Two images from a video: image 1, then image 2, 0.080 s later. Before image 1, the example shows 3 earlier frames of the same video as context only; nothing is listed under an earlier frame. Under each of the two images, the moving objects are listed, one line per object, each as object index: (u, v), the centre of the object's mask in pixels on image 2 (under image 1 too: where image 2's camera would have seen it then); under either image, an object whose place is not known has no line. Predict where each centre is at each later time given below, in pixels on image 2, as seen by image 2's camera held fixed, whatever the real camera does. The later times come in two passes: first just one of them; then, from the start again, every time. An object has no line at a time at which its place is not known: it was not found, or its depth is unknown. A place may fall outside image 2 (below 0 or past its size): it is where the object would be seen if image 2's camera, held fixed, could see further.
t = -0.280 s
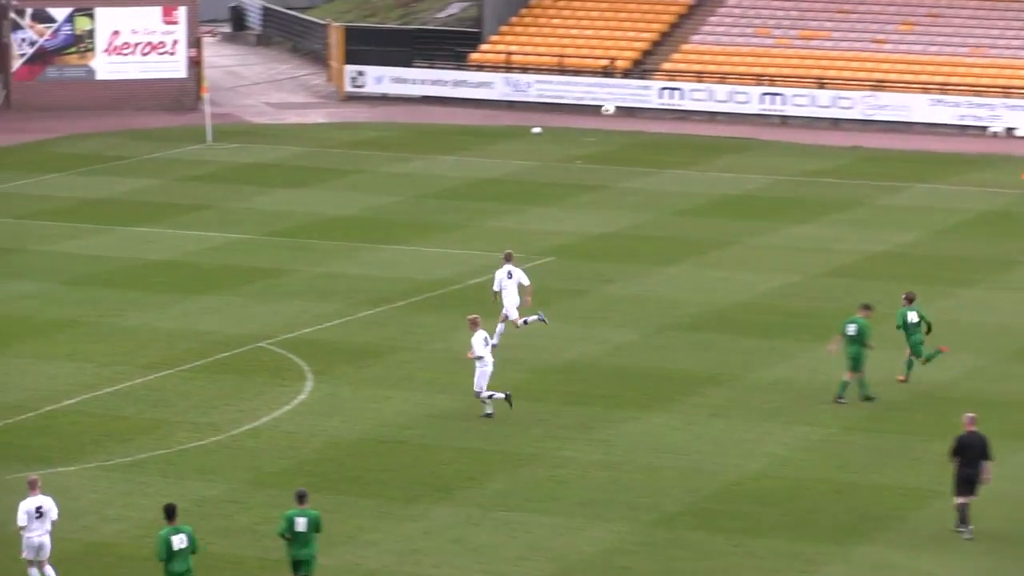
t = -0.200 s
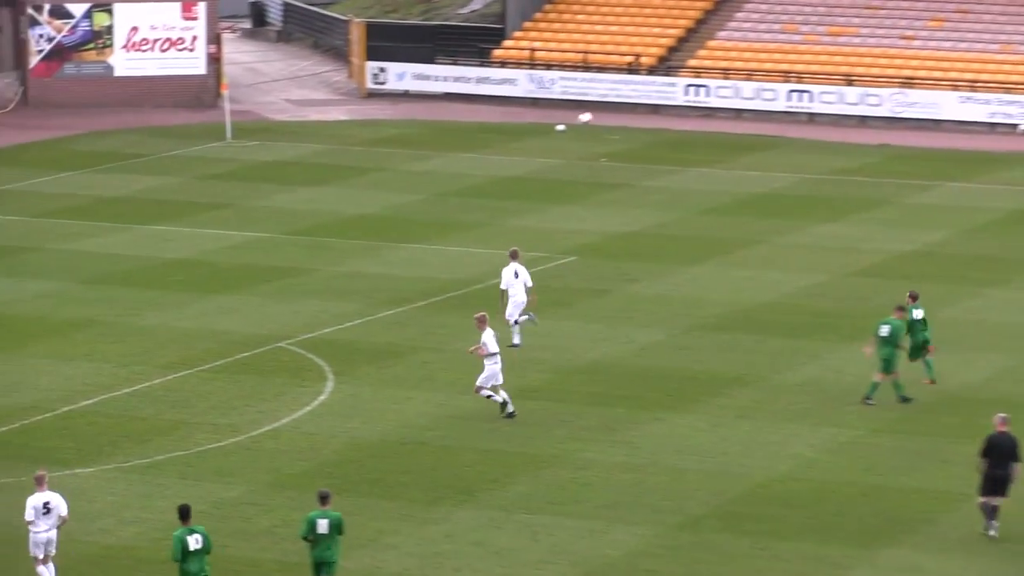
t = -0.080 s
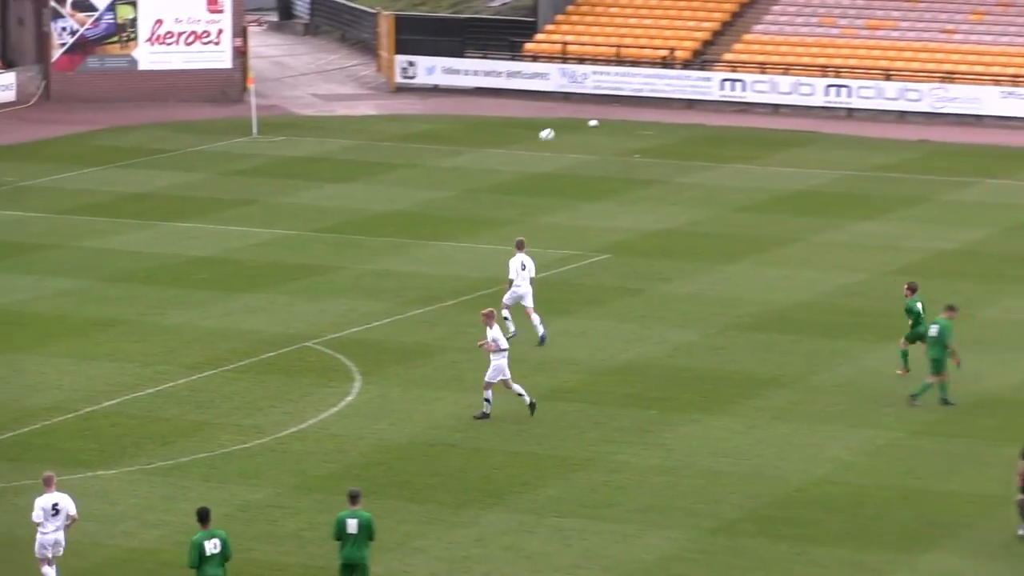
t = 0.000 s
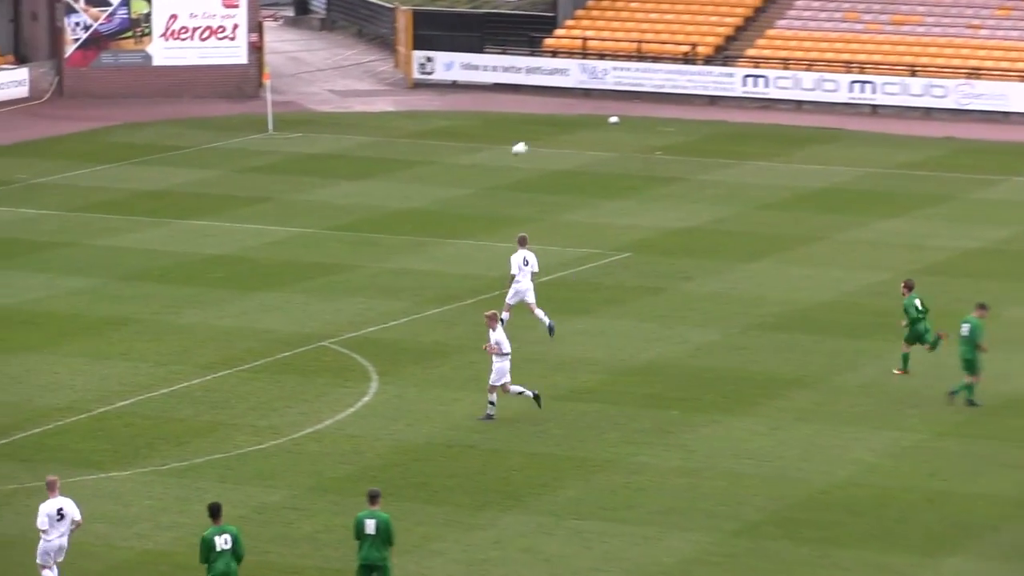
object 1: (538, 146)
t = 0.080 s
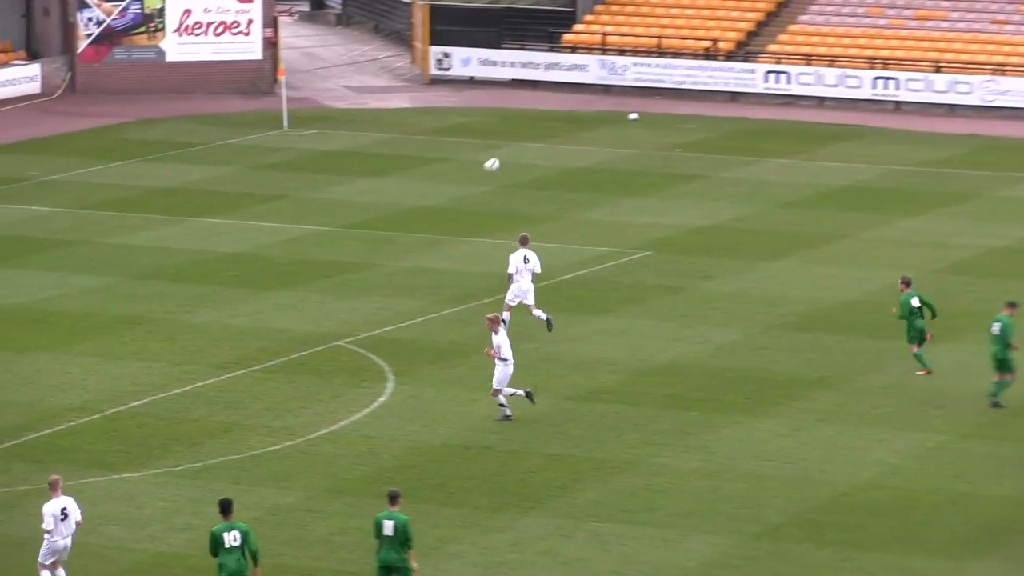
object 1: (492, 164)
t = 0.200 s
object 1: (426, 197)
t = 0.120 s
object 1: (469, 174)
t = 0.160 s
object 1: (447, 185)
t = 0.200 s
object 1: (426, 197)
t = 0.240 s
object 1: (404, 209)
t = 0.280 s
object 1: (384, 221)
